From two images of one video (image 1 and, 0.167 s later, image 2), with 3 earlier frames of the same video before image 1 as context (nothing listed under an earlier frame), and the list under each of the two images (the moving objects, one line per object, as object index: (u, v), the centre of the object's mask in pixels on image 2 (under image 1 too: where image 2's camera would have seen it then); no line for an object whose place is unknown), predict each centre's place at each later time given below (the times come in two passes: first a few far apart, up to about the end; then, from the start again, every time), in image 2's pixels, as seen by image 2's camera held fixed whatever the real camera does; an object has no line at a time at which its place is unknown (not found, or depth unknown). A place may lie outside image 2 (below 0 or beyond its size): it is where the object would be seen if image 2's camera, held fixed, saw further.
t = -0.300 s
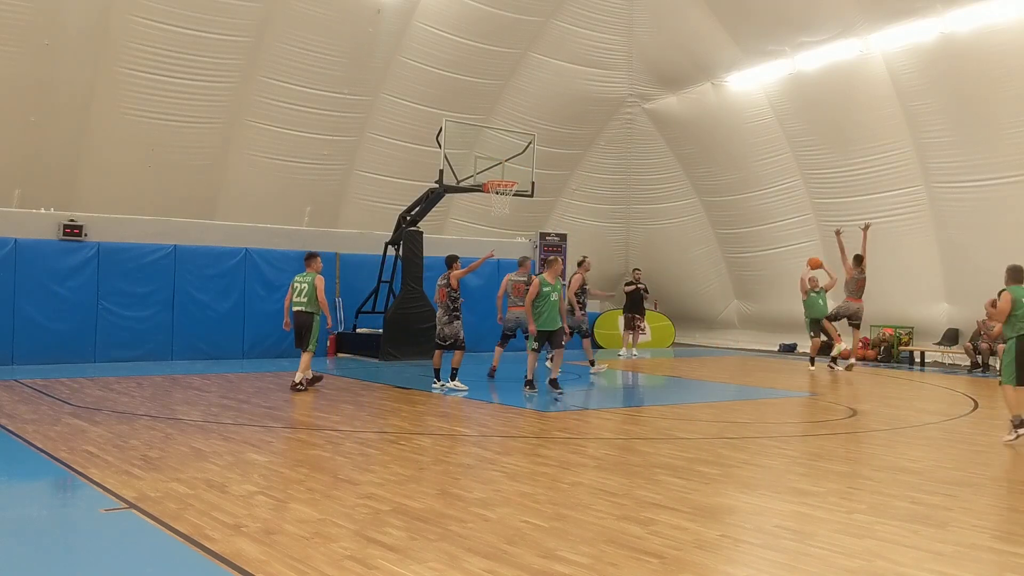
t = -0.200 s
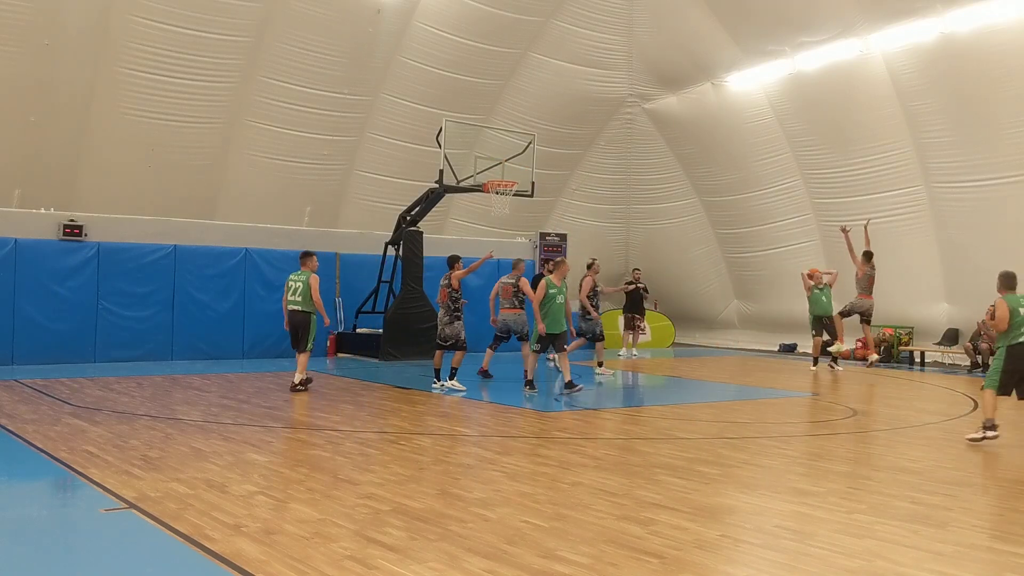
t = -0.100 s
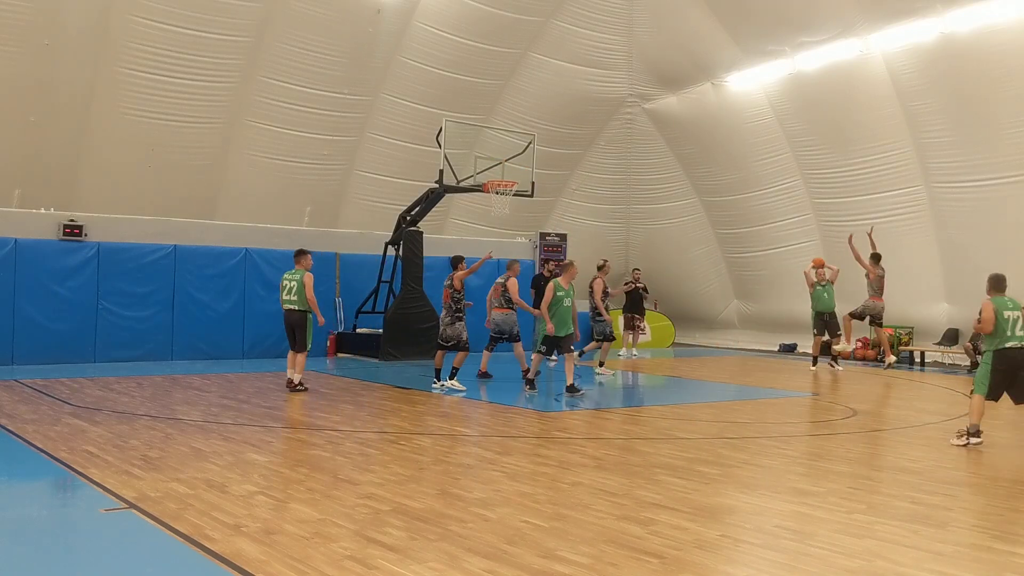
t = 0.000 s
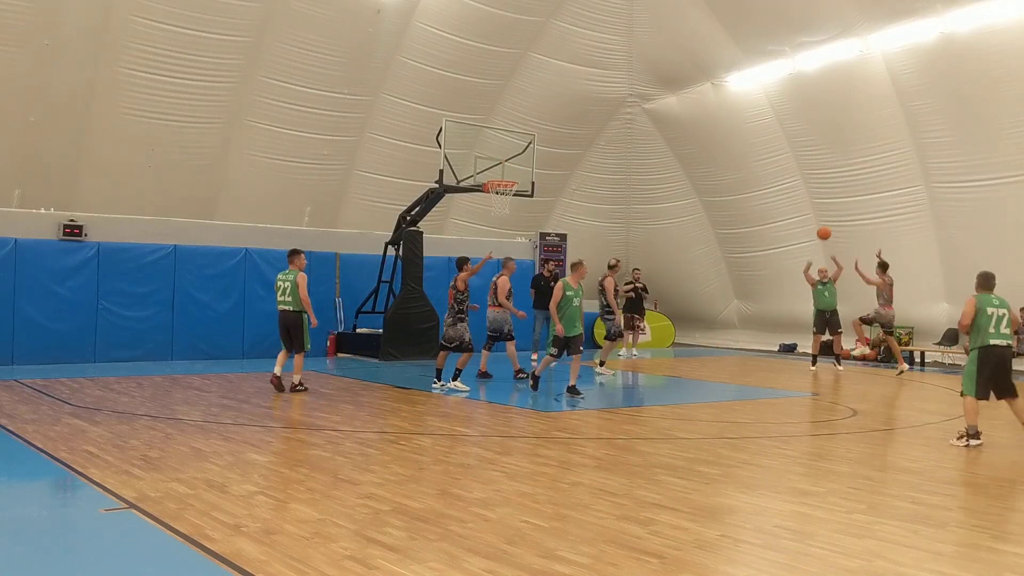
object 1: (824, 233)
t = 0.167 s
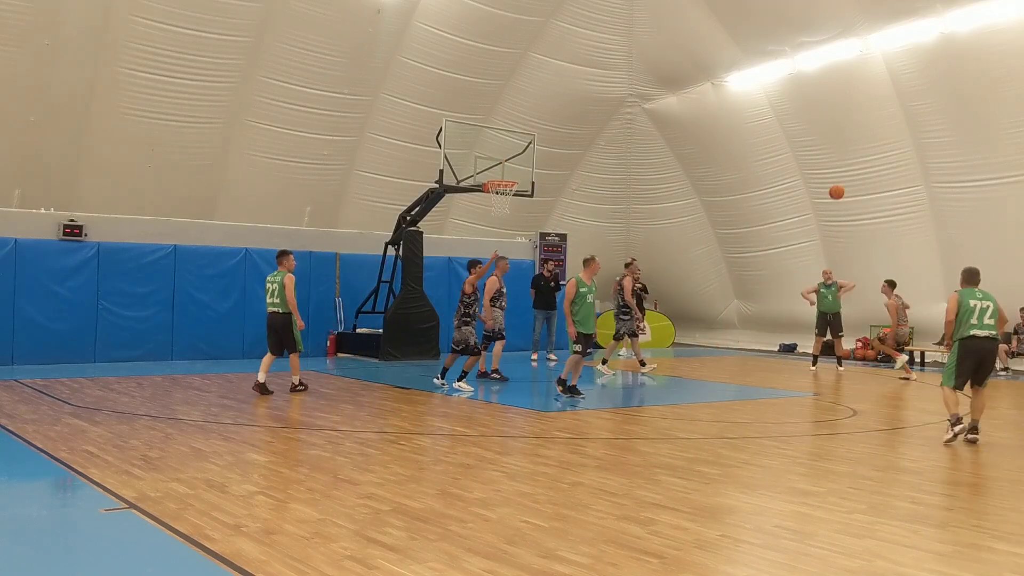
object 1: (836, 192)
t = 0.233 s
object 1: (841, 178)
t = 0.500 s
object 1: (861, 144)
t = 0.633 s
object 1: (872, 143)
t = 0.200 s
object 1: (839, 185)
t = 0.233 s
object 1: (841, 178)
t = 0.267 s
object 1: (844, 172)
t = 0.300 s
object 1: (846, 167)
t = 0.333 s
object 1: (849, 161)
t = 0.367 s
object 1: (851, 157)
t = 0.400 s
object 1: (854, 153)
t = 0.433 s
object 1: (856, 149)
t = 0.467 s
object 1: (859, 146)
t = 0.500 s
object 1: (861, 144)
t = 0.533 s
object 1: (864, 143)
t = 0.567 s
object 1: (867, 142)
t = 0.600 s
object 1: (870, 142)
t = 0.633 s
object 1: (872, 143)
